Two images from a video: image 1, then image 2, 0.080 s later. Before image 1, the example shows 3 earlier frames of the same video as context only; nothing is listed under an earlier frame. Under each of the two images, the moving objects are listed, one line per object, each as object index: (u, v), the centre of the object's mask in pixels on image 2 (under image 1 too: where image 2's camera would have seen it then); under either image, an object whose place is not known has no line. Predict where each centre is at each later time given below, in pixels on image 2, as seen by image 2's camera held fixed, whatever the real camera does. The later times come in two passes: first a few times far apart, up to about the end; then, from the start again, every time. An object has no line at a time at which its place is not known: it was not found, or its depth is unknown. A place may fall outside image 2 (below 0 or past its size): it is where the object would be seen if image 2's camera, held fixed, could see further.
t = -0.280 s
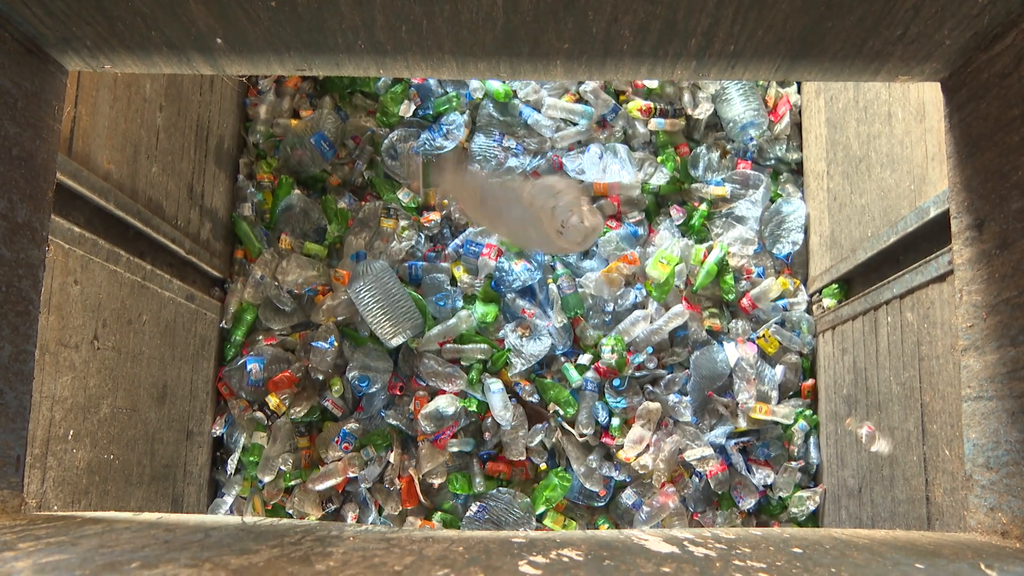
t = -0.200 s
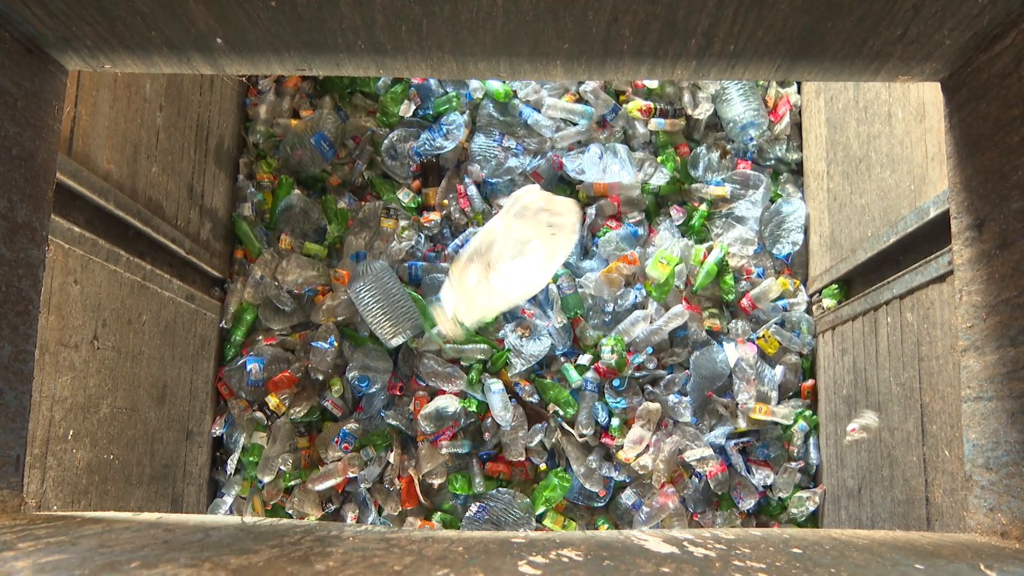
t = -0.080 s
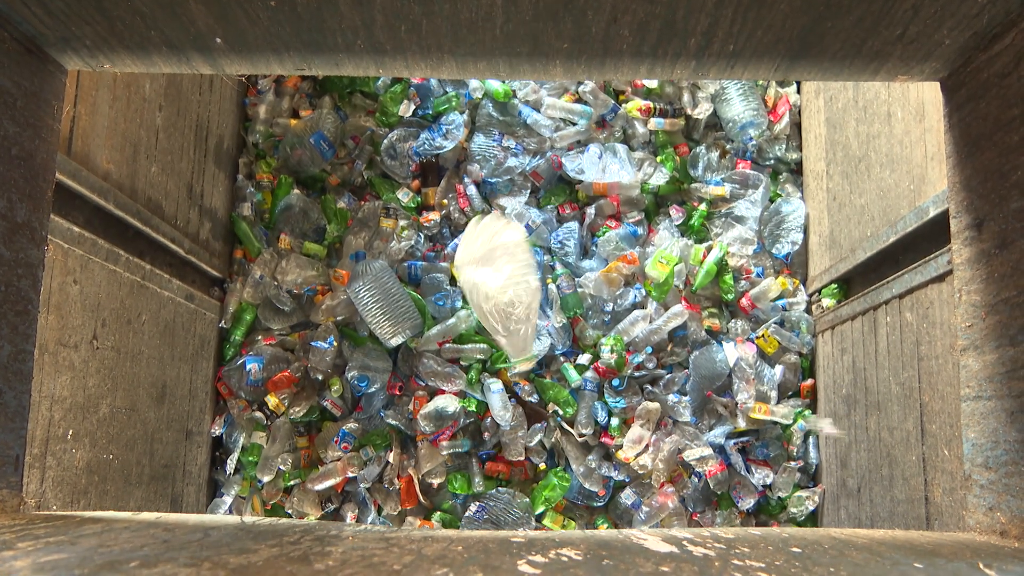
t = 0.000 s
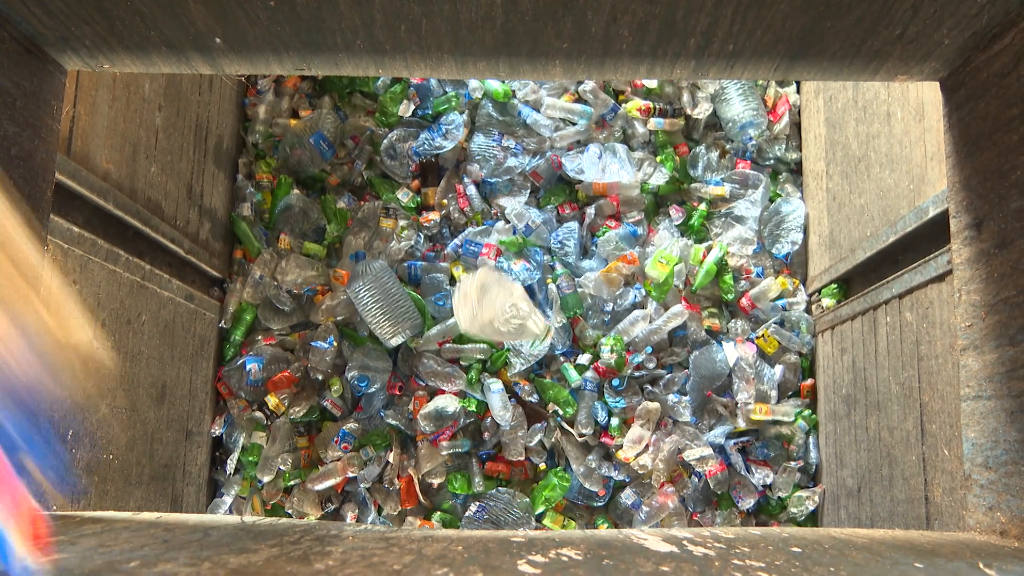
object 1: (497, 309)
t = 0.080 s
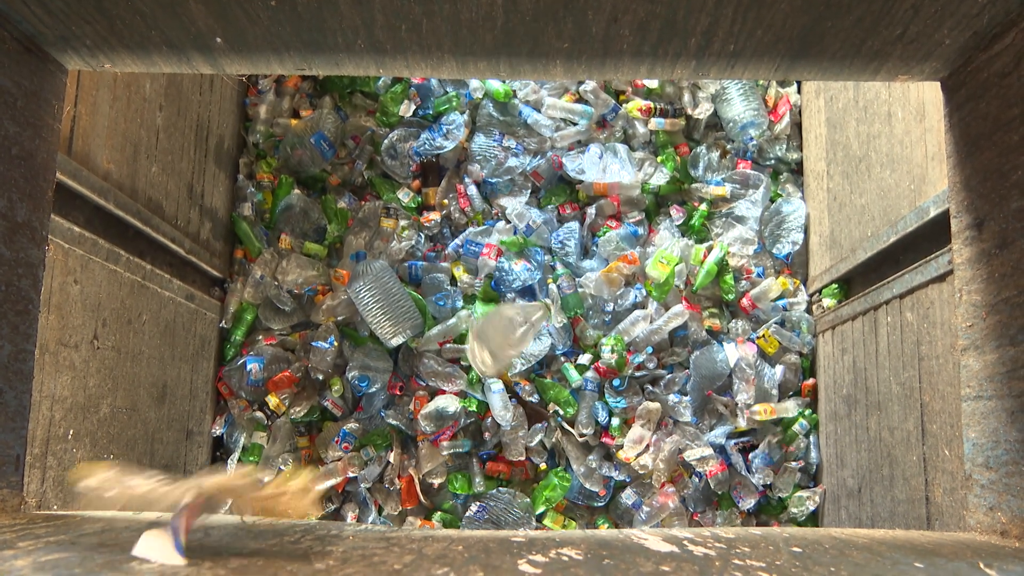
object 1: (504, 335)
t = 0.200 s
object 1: (529, 361)
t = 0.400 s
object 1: (547, 391)
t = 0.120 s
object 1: (512, 345)
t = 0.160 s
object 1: (520, 355)
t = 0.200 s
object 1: (529, 361)
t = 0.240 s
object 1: (533, 364)
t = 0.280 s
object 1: (538, 370)
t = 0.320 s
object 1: (544, 377)
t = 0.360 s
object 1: (545, 383)
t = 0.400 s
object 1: (547, 391)
